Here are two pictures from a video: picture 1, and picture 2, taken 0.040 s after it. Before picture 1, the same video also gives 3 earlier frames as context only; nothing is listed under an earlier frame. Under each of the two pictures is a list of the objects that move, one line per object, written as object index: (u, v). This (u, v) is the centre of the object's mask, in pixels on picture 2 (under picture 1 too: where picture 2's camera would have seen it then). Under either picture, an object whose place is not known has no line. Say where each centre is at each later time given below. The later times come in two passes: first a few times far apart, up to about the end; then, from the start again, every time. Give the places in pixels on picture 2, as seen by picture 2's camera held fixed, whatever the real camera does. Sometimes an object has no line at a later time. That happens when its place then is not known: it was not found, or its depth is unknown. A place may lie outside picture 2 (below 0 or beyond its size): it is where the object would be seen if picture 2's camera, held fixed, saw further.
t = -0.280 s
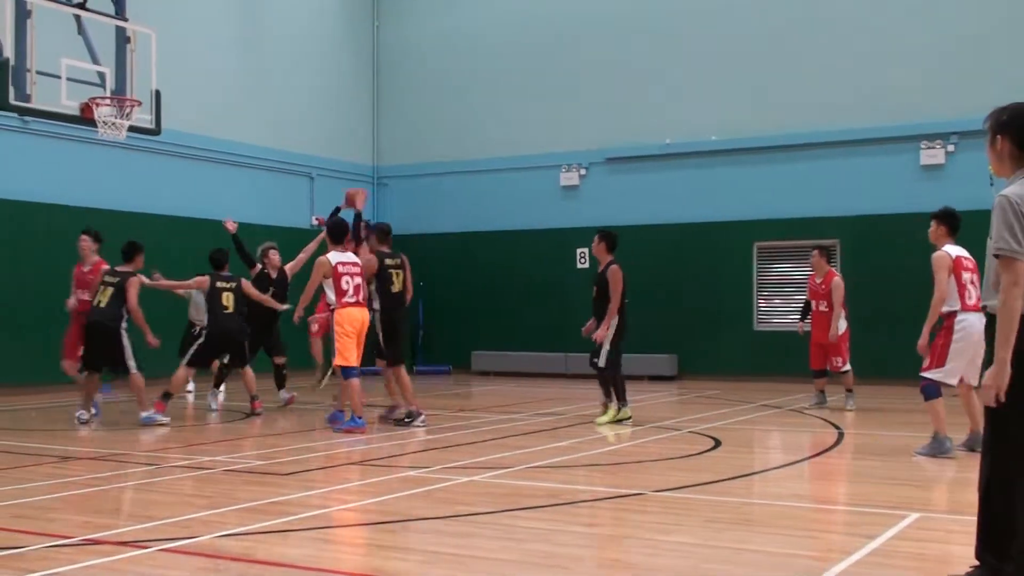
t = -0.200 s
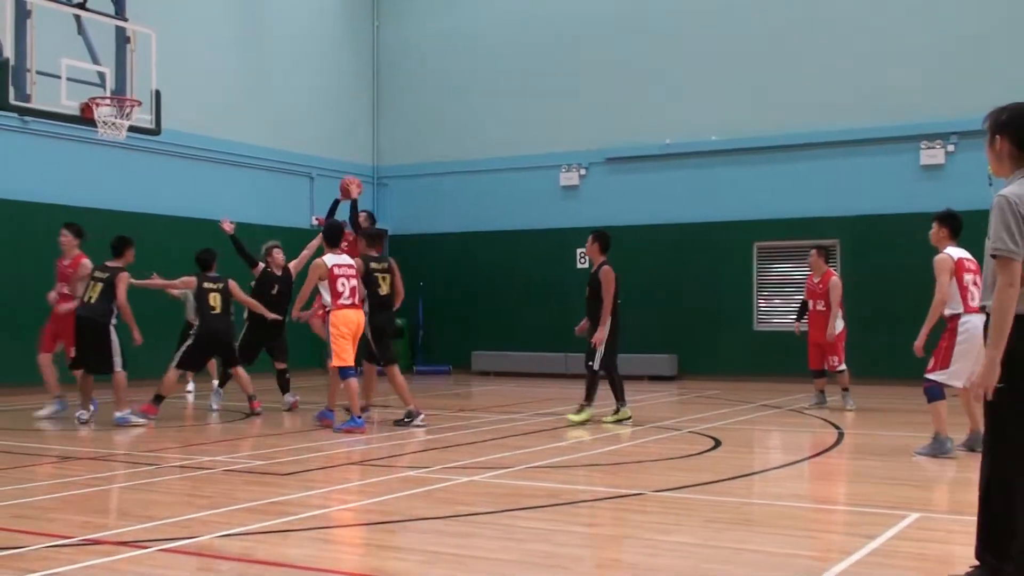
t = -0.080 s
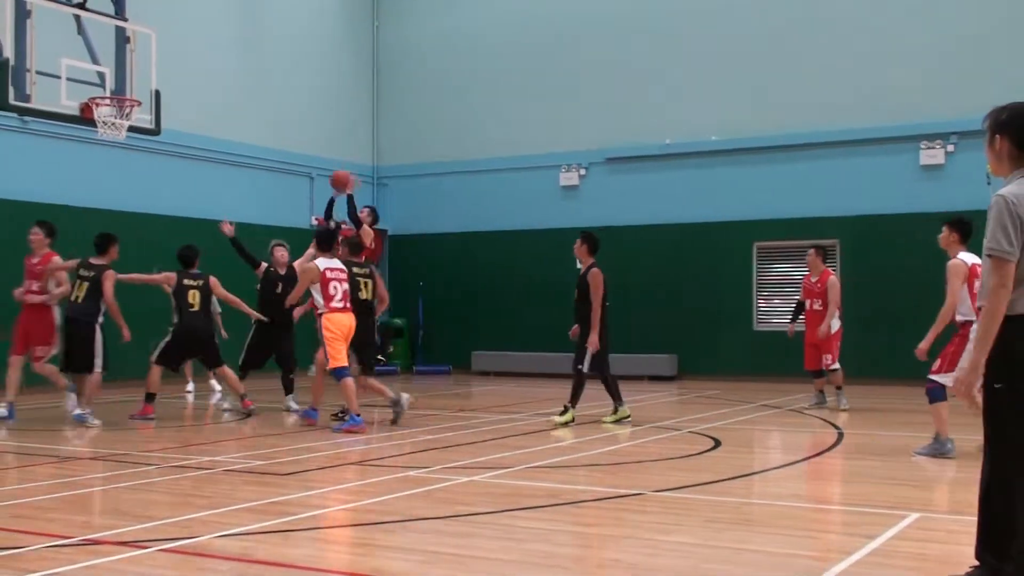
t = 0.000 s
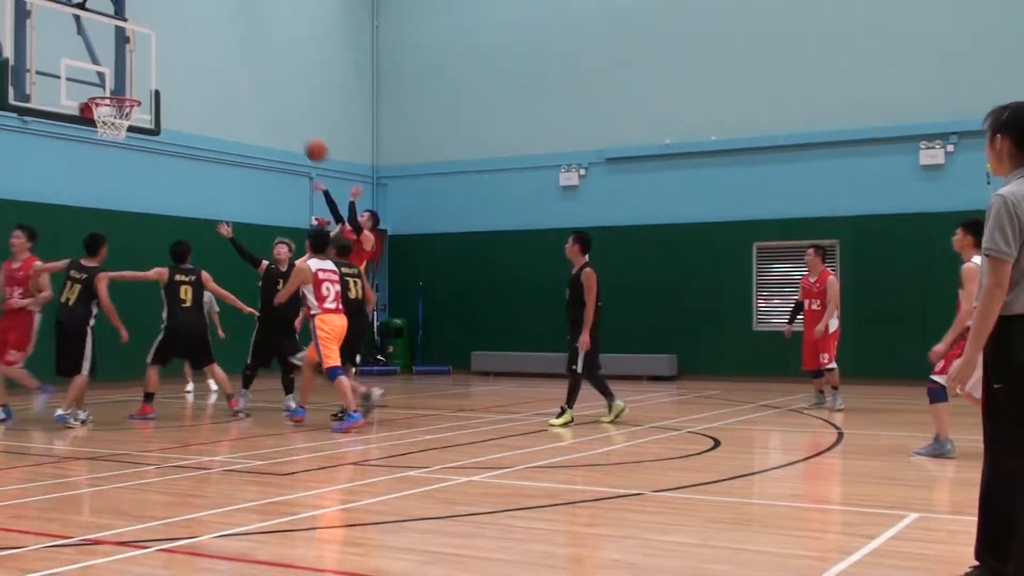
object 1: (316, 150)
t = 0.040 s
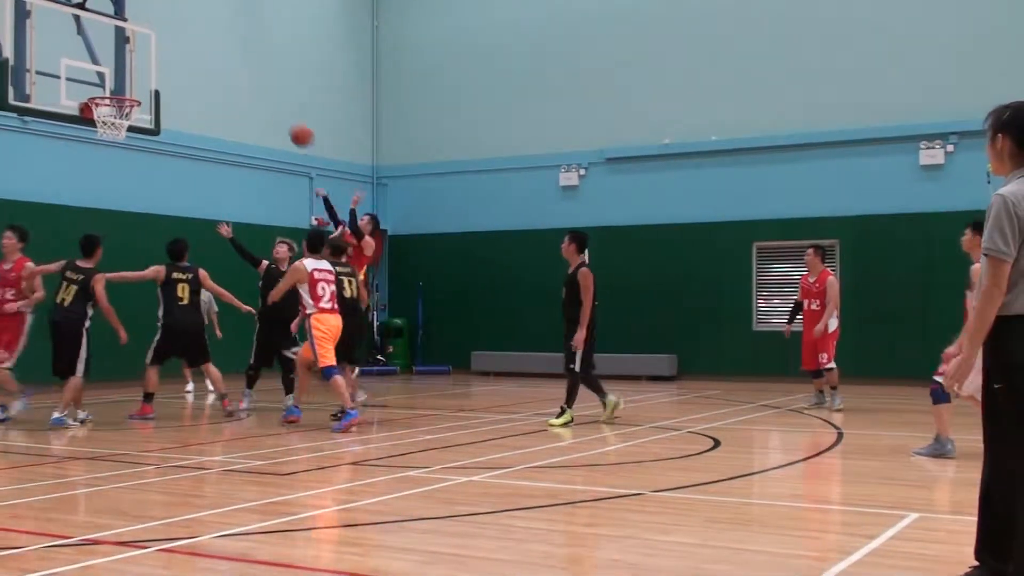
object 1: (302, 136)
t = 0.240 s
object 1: (226, 81)
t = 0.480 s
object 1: (131, 62)
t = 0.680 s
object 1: (109, 81)
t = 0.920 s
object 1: (147, 87)
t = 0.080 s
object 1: (287, 122)
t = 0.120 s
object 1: (272, 111)
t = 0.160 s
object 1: (257, 99)
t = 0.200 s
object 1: (242, 89)
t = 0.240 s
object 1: (226, 81)
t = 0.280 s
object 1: (211, 74)
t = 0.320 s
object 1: (195, 69)
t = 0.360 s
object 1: (179, 65)
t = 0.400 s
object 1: (163, 62)
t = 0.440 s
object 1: (147, 61)
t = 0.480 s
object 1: (131, 62)
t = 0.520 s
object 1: (113, 63)
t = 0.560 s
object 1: (110, 65)
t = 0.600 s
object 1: (110, 69)
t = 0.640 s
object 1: (110, 74)
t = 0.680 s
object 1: (109, 81)
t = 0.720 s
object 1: (109, 89)
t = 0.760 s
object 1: (116, 86)
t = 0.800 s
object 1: (124, 85)
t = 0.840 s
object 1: (133, 85)
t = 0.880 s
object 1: (139, 85)
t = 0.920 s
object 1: (147, 87)
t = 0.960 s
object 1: (155, 91)
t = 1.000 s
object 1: (162, 96)
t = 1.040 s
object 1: (170, 103)
